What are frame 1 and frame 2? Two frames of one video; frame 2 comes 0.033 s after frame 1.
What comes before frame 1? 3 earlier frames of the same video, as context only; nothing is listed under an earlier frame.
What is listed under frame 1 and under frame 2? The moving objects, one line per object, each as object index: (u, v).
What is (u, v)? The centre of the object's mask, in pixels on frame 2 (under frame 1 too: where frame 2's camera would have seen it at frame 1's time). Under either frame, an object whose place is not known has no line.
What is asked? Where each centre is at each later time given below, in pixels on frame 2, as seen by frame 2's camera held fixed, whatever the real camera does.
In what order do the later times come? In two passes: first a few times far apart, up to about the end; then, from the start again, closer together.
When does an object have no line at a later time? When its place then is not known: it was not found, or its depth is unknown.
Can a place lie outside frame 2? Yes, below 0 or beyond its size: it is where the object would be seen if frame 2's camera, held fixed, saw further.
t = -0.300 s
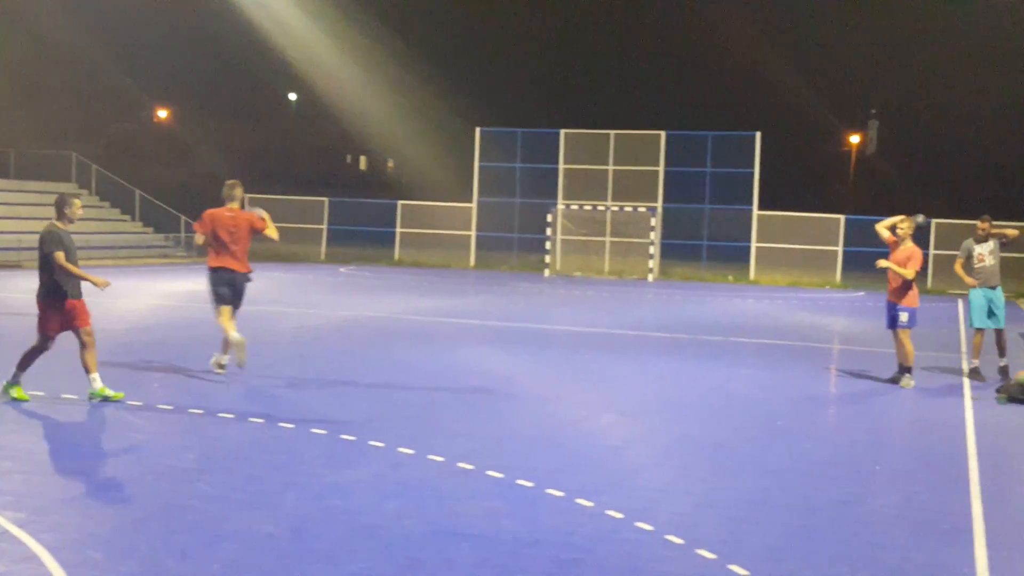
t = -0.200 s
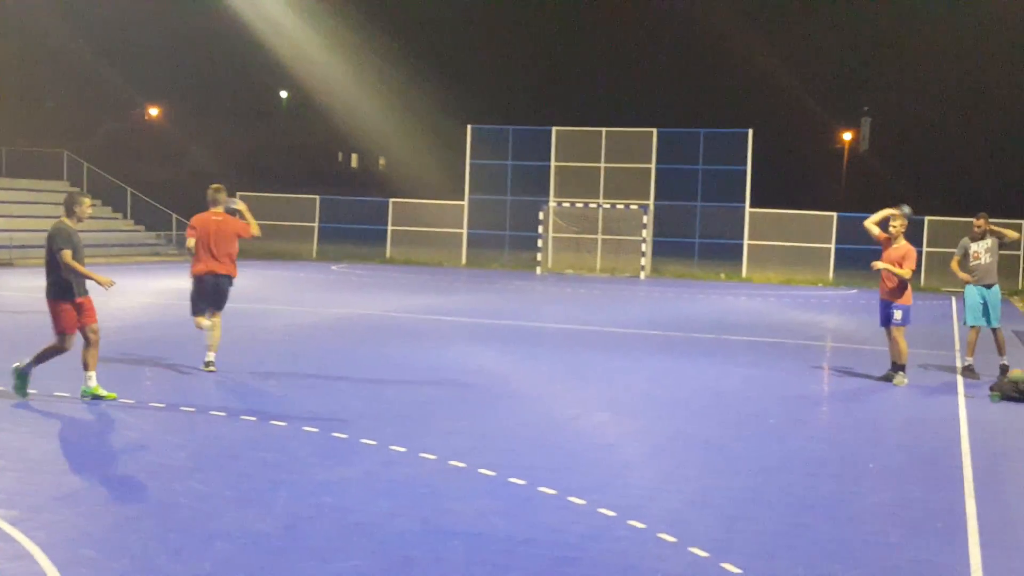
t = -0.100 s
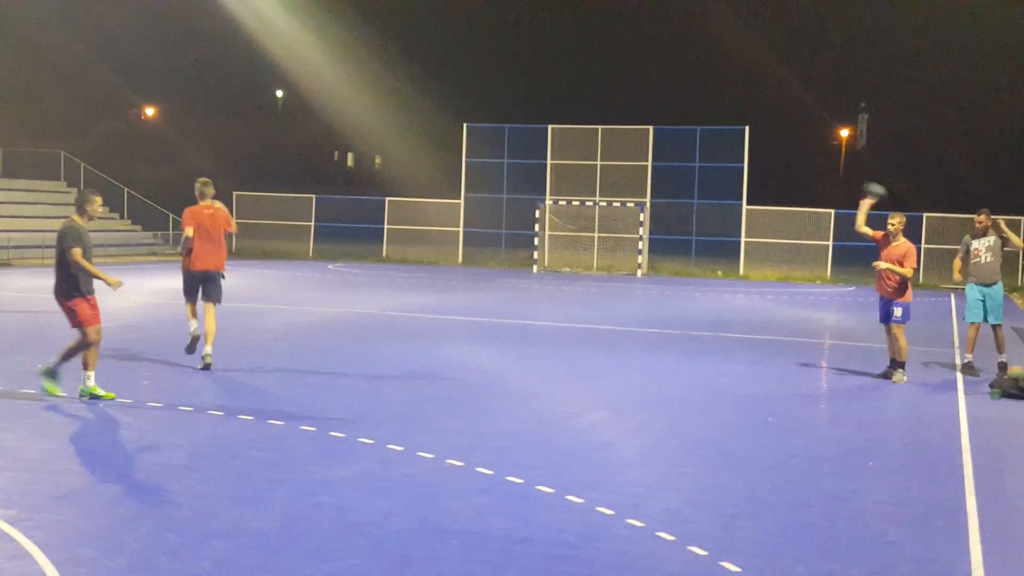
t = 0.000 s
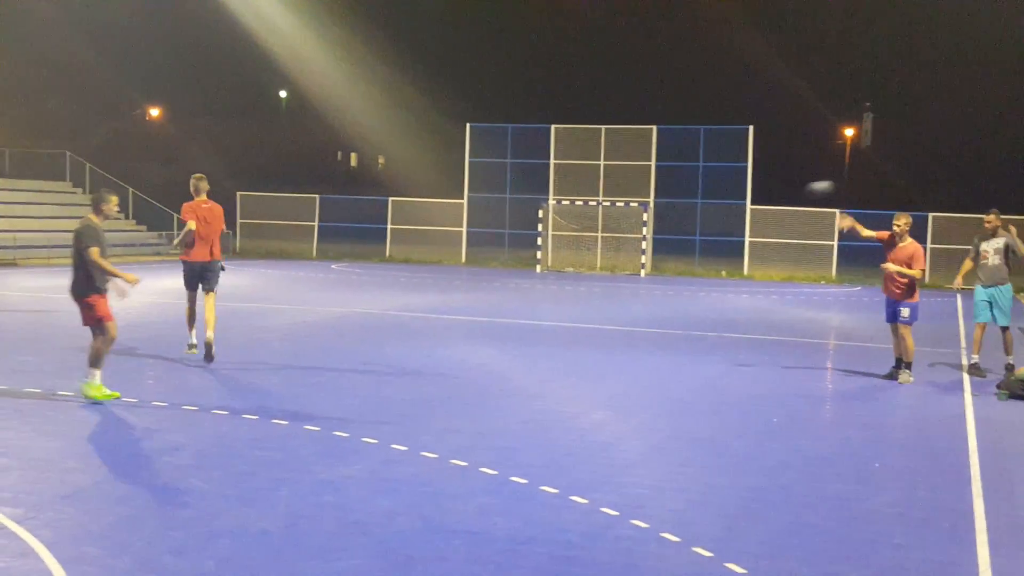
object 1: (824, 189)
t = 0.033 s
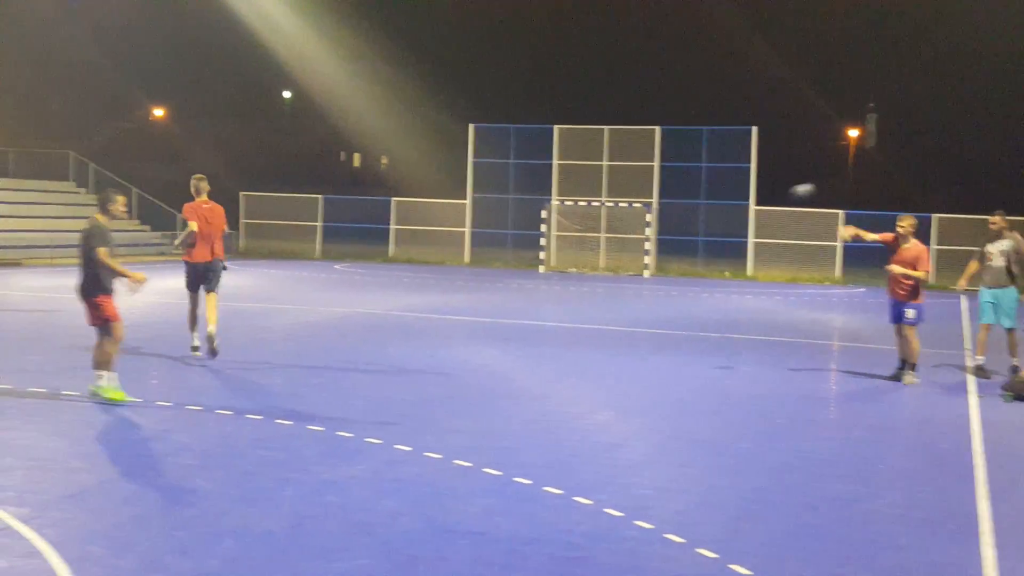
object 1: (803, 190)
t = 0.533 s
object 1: (423, 380)
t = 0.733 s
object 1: (321, 314)
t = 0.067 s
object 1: (780, 194)
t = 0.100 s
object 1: (759, 199)
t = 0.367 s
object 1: (563, 285)
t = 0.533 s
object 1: (423, 380)
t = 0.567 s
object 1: (402, 384)
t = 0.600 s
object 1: (385, 368)
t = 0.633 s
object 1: (370, 353)
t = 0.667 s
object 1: (353, 339)
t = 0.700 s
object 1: (336, 326)
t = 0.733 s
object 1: (321, 314)
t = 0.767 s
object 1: (304, 303)
